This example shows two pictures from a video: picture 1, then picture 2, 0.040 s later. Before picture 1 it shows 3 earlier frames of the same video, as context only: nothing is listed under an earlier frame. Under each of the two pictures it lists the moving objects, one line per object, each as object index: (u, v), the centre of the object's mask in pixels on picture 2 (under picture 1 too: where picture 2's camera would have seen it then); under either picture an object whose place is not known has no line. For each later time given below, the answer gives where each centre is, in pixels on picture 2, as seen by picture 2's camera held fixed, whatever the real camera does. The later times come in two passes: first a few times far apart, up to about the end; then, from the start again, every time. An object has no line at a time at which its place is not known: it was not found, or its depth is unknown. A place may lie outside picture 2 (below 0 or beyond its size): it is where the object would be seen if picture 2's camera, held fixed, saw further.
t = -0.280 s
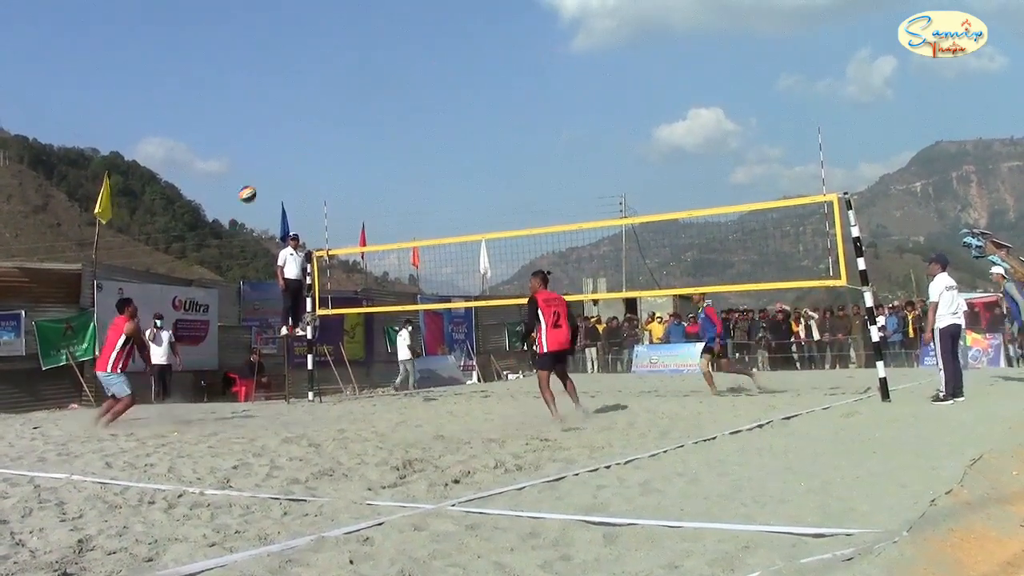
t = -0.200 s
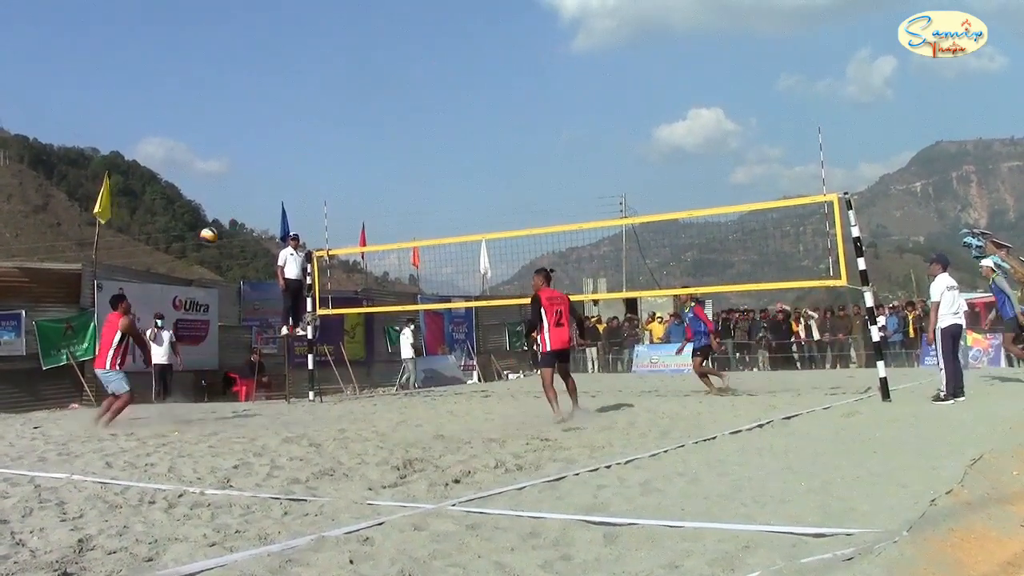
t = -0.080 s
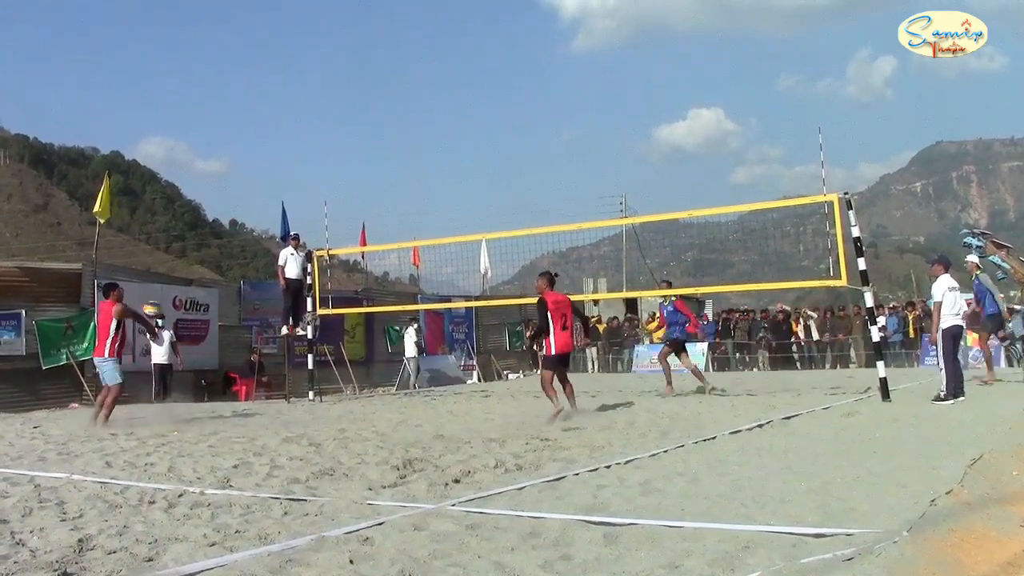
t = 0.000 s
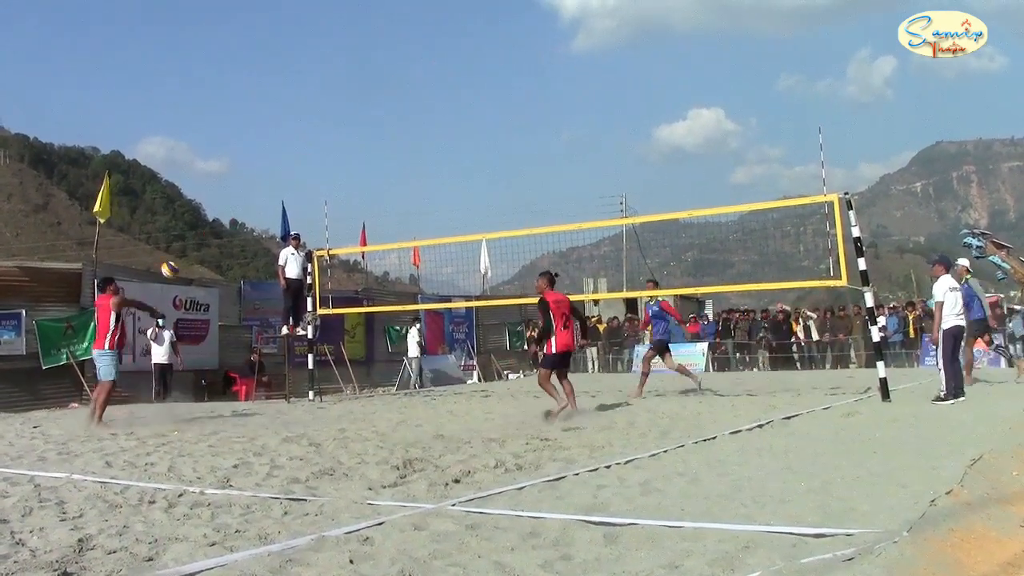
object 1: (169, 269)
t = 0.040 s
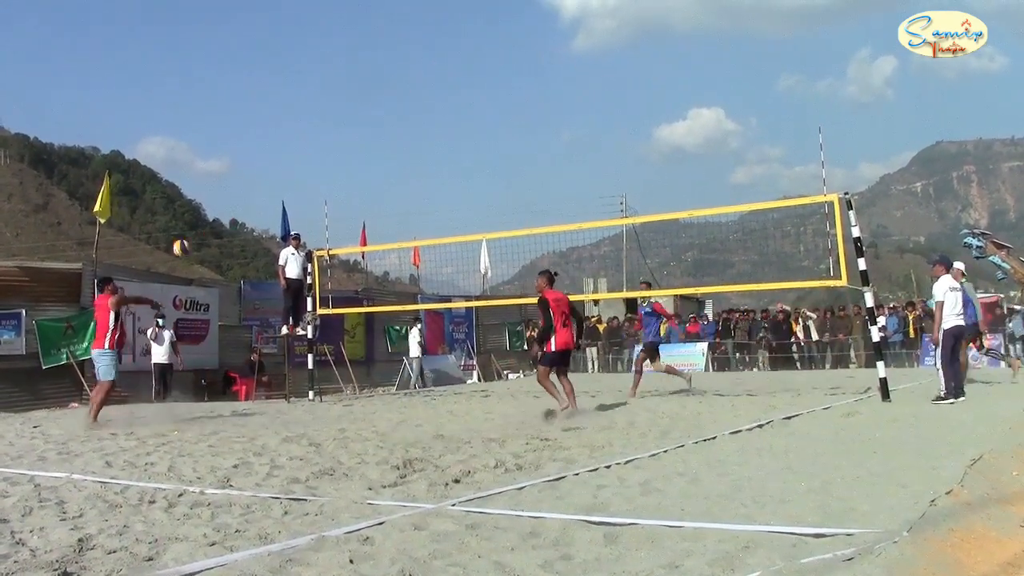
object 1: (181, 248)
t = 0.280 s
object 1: (251, 147)
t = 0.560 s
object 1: (329, 93)
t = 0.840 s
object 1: (403, 102)
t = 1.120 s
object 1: (473, 172)
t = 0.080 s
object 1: (192, 227)
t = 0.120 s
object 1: (205, 209)
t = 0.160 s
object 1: (217, 192)
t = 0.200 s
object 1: (228, 175)
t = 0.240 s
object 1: (239, 161)
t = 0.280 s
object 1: (251, 147)
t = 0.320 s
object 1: (262, 136)
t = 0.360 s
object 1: (274, 125)
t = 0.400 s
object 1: (285, 116)
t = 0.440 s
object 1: (296, 109)
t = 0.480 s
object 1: (307, 102)
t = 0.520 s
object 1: (318, 97)
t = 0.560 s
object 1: (329, 93)
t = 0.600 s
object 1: (340, 90)
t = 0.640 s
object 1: (351, 89)
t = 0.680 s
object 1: (362, 90)
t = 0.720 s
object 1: (372, 91)
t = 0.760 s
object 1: (382, 94)
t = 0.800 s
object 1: (393, 97)
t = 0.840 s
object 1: (403, 102)
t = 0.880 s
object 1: (414, 109)
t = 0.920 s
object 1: (423, 116)
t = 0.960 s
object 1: (434, 125)
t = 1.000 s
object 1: (443, 135)
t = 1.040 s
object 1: (453, 146)
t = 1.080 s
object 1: (463, 159)
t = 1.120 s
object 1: (473, 172)
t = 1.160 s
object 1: (483, 187)
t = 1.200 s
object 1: (492, 203)
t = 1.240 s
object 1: (502, 221)
